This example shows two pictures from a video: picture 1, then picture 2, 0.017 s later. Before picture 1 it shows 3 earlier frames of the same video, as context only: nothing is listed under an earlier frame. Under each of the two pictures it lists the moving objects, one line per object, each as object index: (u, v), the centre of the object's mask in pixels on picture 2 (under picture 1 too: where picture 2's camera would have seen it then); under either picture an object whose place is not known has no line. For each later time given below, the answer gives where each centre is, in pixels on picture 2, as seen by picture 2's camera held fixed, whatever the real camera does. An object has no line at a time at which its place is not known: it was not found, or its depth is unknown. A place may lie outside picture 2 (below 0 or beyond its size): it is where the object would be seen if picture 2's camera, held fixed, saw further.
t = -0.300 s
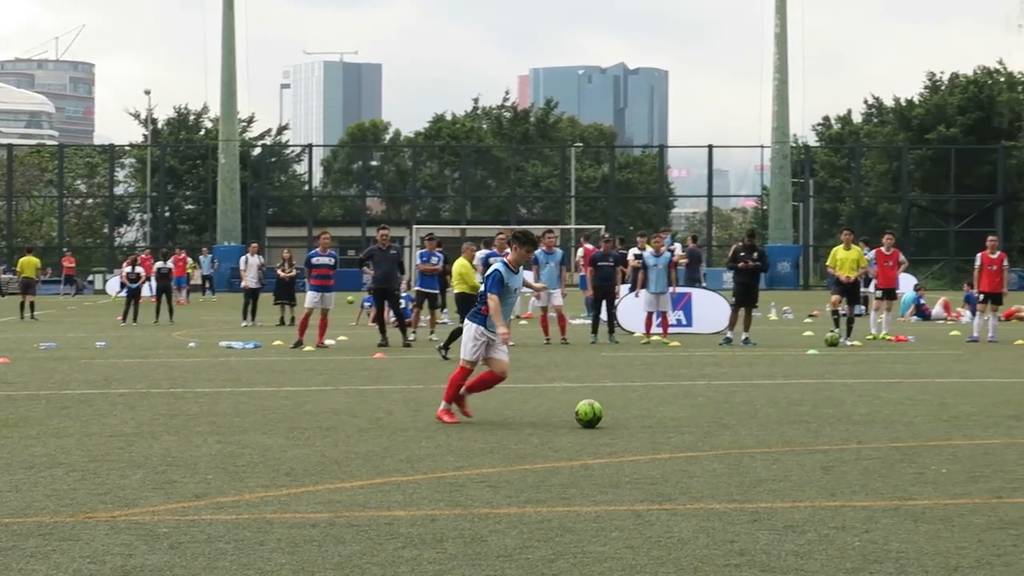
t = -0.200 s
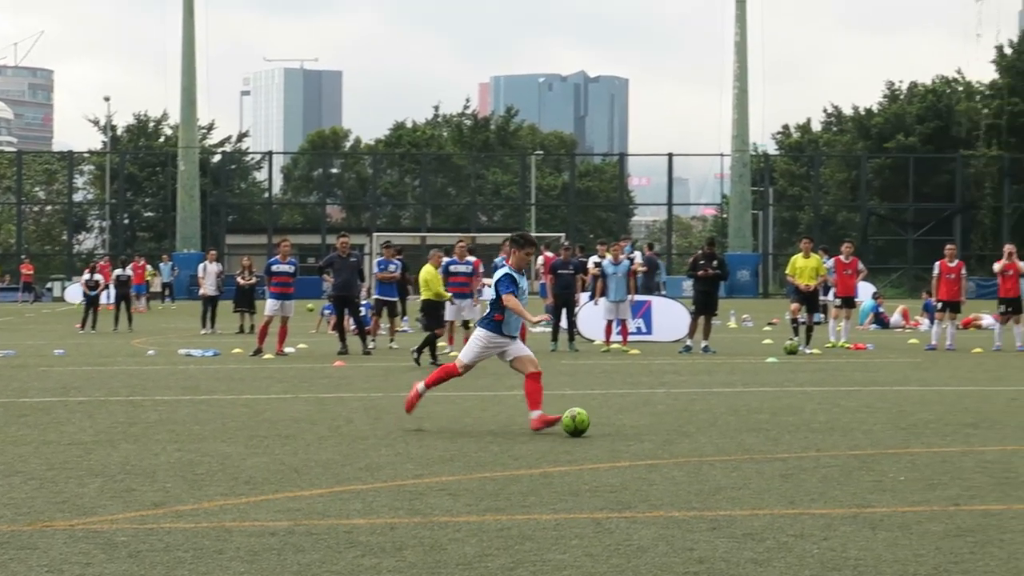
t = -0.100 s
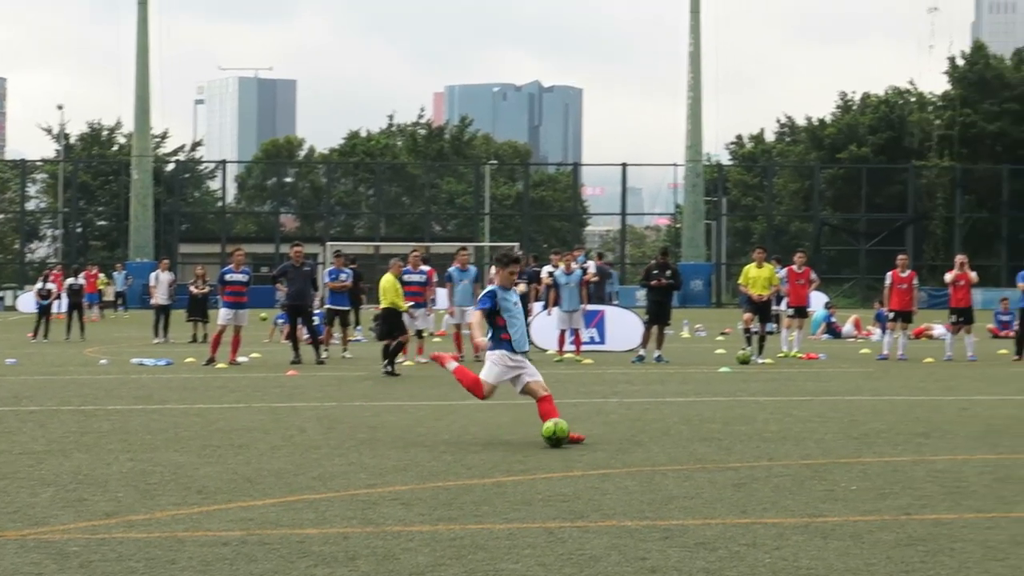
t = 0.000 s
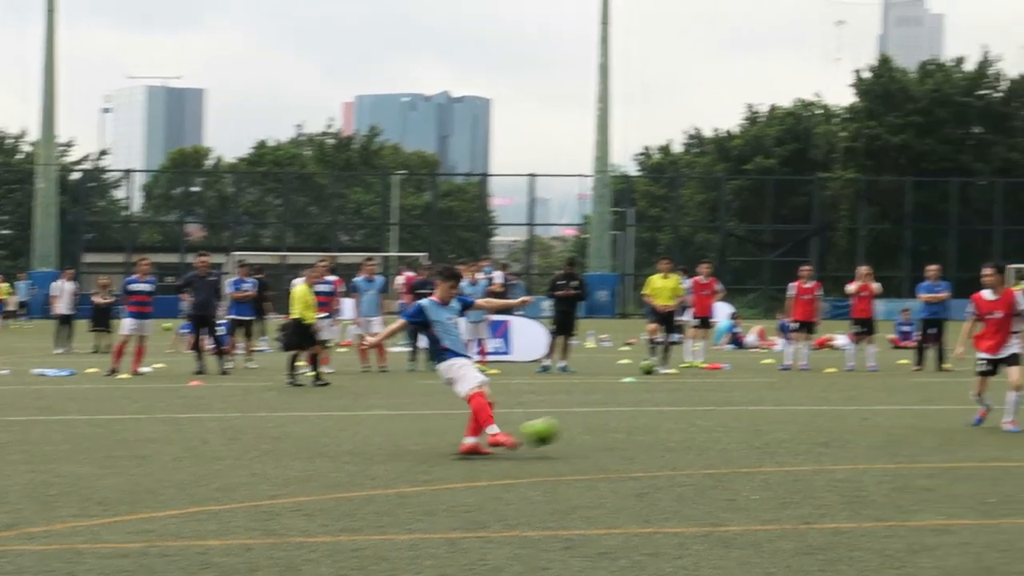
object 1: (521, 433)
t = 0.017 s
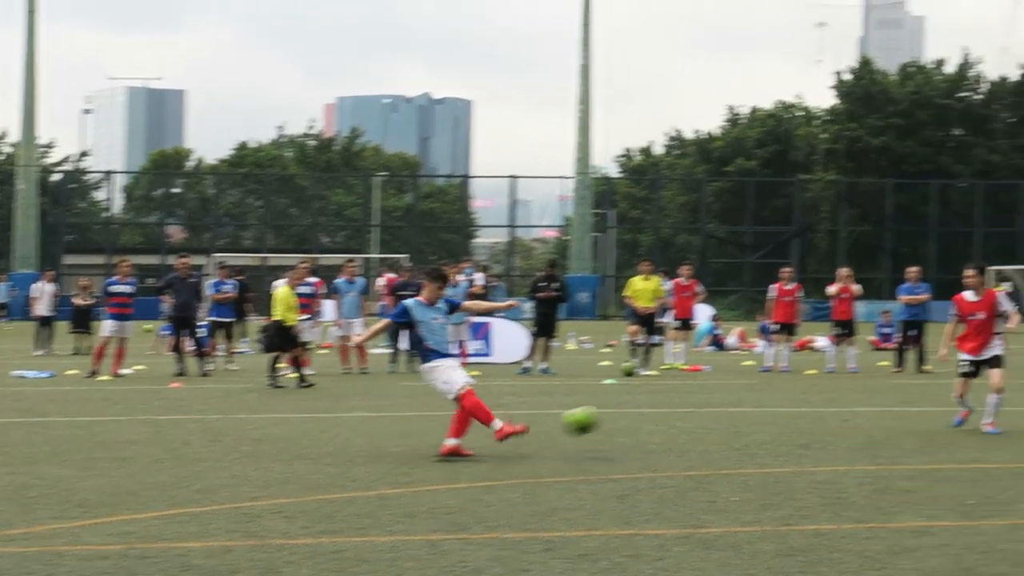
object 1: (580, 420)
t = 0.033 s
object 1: (640, 407)
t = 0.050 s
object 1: (697, 395)
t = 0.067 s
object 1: (755, 383)
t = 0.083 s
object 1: (811, 373)
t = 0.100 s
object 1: (868, 362)
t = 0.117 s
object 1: (924, 352)
